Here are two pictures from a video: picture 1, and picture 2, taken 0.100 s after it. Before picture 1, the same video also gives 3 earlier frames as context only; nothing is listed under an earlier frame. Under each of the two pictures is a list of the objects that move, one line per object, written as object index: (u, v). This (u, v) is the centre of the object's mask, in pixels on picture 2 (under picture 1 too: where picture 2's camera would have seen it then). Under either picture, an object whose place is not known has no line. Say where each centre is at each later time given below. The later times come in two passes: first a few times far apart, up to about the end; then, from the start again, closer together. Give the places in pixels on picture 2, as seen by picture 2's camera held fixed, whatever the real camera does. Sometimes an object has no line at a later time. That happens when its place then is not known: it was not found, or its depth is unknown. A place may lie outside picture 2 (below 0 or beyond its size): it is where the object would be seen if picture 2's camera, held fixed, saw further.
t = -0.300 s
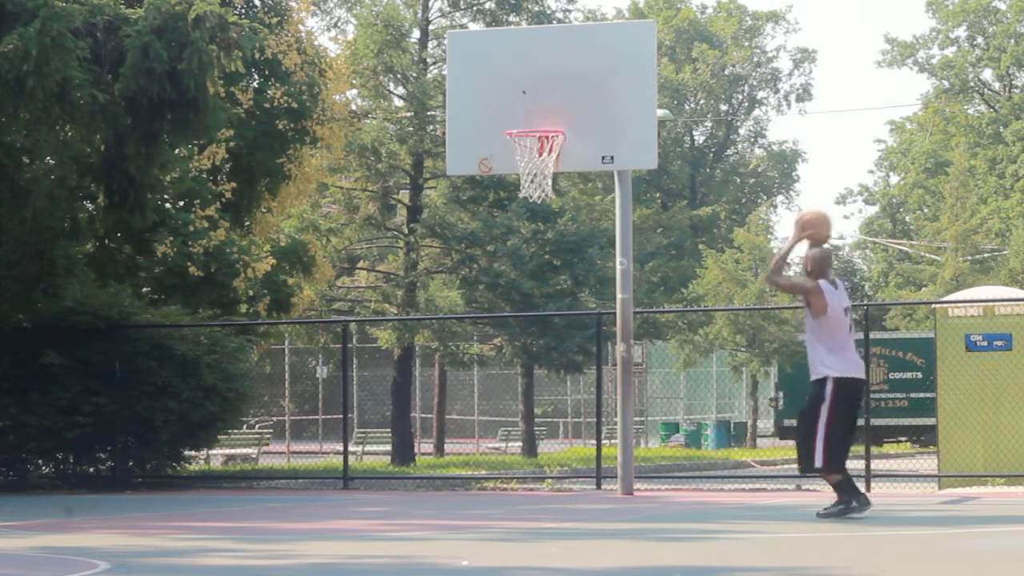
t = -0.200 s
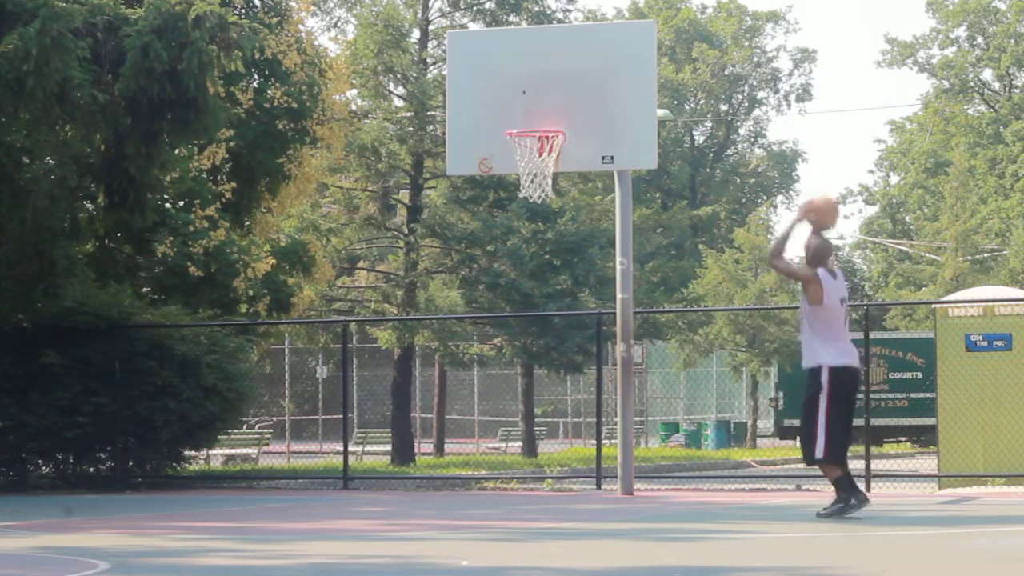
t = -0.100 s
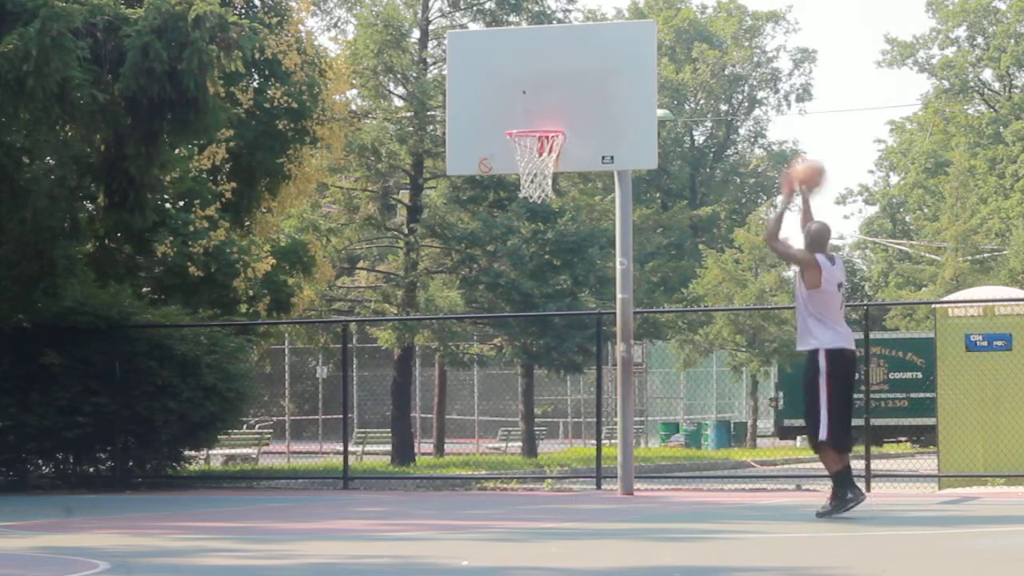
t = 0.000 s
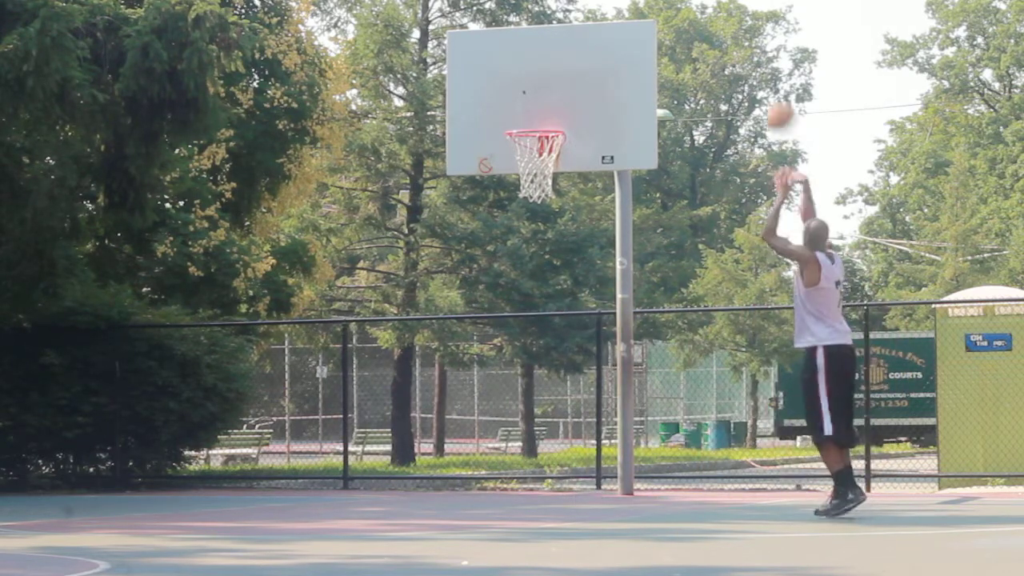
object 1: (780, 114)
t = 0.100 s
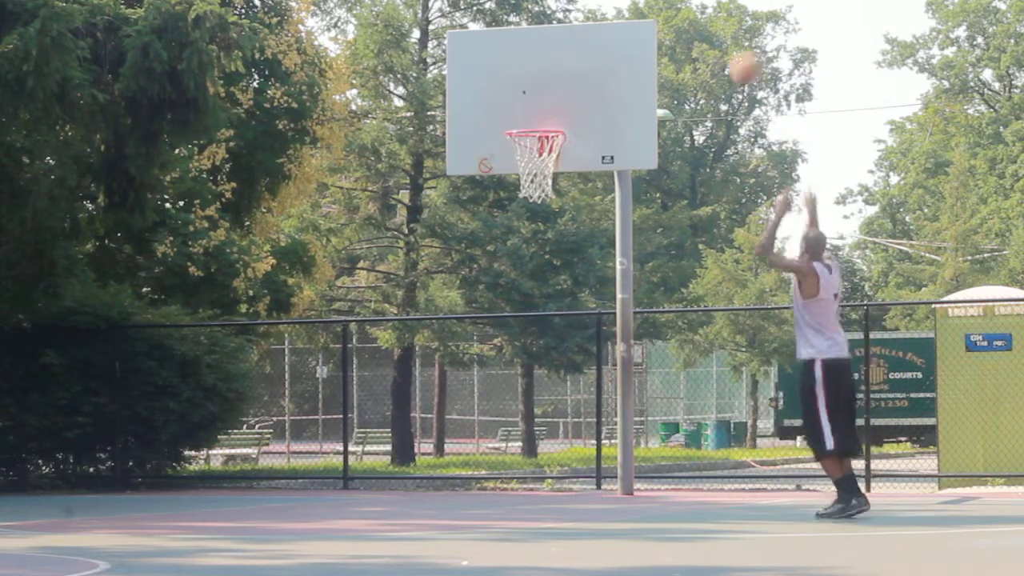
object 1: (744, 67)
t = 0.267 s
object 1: (695, 25)
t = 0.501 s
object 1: (634, 22)
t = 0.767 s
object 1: (566, 88)
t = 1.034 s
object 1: (529, 169)
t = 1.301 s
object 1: (540, 248)
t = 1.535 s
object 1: (548, 381)
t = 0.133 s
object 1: (735, 57)
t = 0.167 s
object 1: (725, 47)
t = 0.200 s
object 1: (714, 37)
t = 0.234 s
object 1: (704, 30)
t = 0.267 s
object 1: (695, 25)
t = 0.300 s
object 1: (687, 22)
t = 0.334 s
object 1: (678, 18)
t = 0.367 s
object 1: (667, 14)
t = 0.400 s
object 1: (661, 15)
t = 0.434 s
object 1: (652, 16)
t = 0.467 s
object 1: (643, 19)
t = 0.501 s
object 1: (634, 22)
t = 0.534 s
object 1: (626, 28)
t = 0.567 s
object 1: (617, 34)
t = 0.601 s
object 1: (608, 40)
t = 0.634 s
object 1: (600, 49)
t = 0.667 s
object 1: (592, 58)
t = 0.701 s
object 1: (584, 69)
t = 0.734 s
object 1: (576, 81)
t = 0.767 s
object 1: (566, 88)
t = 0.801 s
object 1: (555, 98)
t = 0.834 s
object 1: (546, 109)
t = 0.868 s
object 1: (536, 119)
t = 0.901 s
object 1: (525, 134)
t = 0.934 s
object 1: (530, 143)
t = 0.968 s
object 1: (529, 149)
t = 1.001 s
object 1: (529, 162)
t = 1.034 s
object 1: (529, 169)
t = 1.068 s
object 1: (534, 180)
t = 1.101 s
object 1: (537, 183)
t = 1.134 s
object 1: (535, 190)
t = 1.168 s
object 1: (536, 200)
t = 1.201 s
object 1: (537, 209)
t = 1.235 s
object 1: (538, 222)
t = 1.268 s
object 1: (539, 234)
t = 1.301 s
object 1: (540, 248)
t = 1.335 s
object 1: (541, 263)
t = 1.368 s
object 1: (542, 281)
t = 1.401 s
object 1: (543, 297)
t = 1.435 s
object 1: (544, 317)
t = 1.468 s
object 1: (546, 338)
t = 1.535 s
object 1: (548, 381)
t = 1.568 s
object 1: (549, 408)
